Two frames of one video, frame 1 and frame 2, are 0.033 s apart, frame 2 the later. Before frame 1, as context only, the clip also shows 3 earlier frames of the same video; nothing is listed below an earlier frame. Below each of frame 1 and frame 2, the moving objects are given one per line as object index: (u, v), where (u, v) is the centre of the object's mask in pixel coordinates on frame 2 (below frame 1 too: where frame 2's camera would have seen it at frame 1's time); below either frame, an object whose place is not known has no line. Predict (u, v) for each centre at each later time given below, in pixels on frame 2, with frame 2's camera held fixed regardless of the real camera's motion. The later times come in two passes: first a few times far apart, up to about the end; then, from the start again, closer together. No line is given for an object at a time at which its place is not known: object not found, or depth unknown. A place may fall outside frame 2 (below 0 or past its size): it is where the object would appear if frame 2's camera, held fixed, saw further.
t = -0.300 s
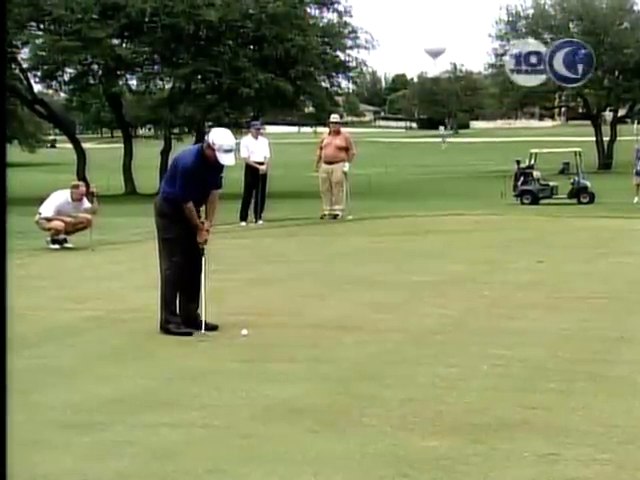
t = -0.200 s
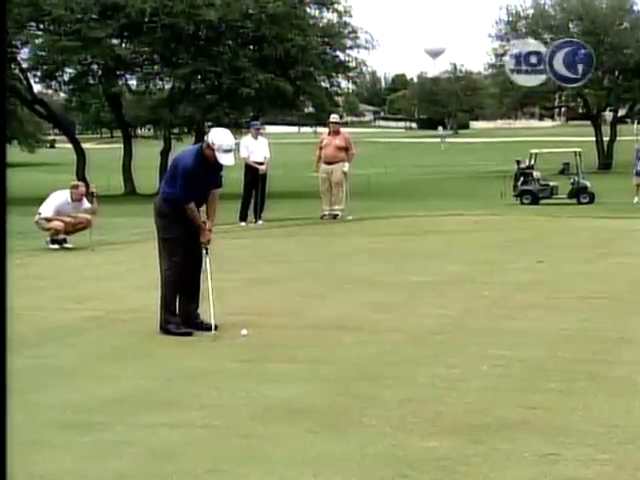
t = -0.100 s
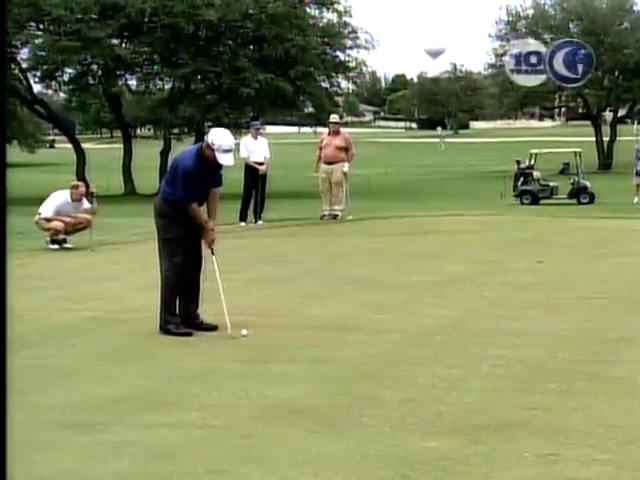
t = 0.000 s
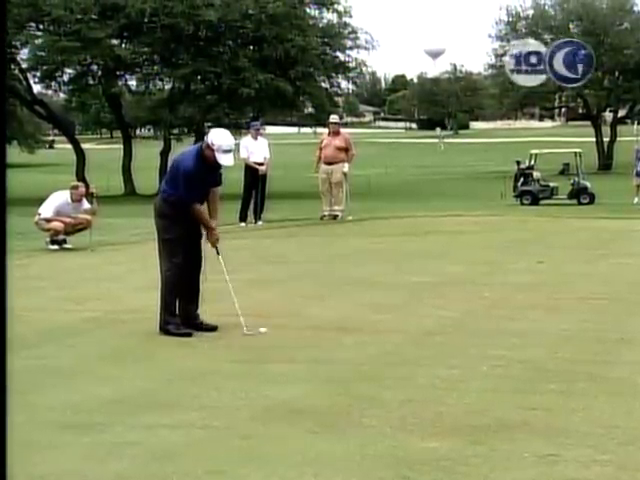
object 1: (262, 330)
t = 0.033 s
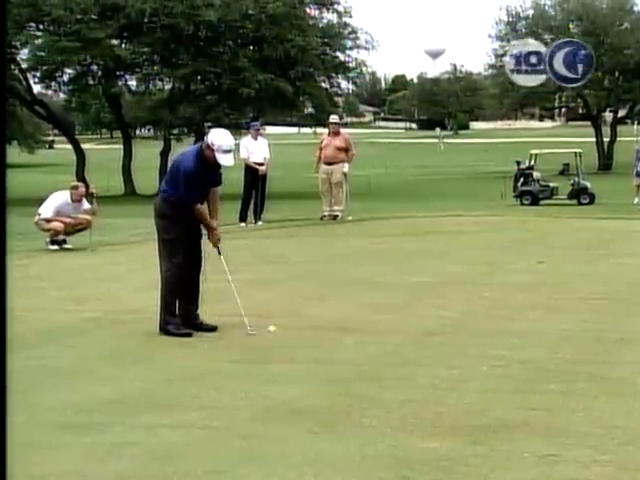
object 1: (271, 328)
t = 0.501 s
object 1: (359, 315)
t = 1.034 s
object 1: (431, 303)
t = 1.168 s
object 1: (446, 301)
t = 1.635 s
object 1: (490, 292)
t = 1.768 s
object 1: (500, 290)
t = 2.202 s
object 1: (526, 282)
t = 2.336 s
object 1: (531, 280)
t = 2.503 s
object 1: (537, 278)
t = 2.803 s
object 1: (544, 274)
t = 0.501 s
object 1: (359, 315)
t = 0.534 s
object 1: (364, 314)
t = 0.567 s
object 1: (369, 313)
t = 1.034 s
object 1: (431, 303)
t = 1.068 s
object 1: (435, 303)
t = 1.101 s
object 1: (438, 302)
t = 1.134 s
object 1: (442, 301)
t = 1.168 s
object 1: (446, 301)
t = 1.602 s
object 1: (488, 293)
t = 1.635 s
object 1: (490, 292)
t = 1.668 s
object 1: (493, 292)
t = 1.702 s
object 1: (495, 290)
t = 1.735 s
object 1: (497, 290)
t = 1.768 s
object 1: (500, 290)
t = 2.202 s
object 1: (526, 282)
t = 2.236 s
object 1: (527, 282)
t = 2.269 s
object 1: (528, 282)
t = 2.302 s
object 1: (529, 281)
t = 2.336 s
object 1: (531, 280)
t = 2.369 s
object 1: (532, 280)
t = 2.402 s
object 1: (533, 280)
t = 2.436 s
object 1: (534, 279)
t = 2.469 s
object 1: (535, 279)
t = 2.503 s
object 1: (537, 278)
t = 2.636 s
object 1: (541, 276)
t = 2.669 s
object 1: (541, 276)
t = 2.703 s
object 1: (542, 276)
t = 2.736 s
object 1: (543, 276)
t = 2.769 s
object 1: (544, 275)
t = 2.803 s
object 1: (544, 274)
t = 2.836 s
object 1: (545, 274)
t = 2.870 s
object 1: (545, 274)
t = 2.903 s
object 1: (546, 273)
